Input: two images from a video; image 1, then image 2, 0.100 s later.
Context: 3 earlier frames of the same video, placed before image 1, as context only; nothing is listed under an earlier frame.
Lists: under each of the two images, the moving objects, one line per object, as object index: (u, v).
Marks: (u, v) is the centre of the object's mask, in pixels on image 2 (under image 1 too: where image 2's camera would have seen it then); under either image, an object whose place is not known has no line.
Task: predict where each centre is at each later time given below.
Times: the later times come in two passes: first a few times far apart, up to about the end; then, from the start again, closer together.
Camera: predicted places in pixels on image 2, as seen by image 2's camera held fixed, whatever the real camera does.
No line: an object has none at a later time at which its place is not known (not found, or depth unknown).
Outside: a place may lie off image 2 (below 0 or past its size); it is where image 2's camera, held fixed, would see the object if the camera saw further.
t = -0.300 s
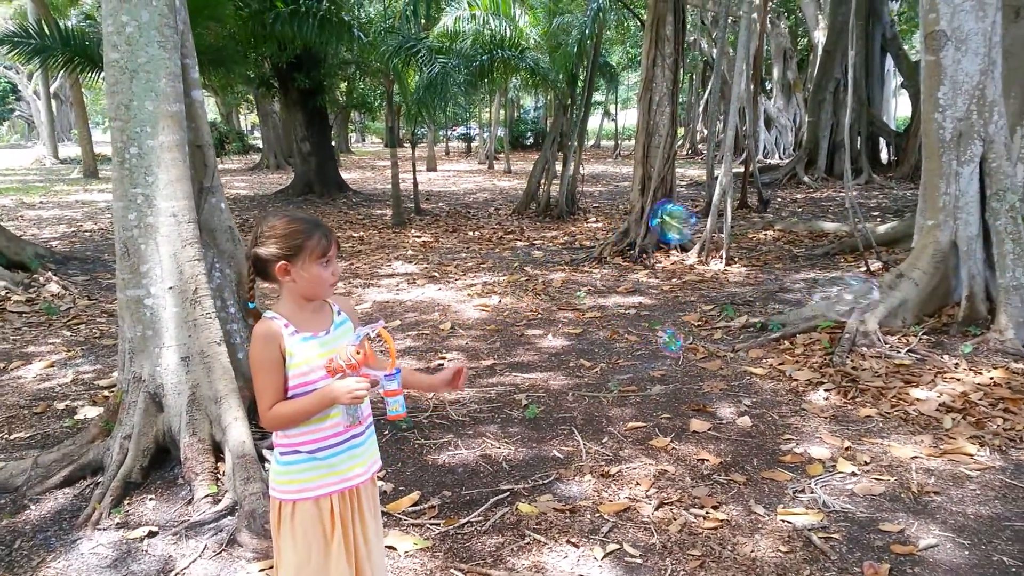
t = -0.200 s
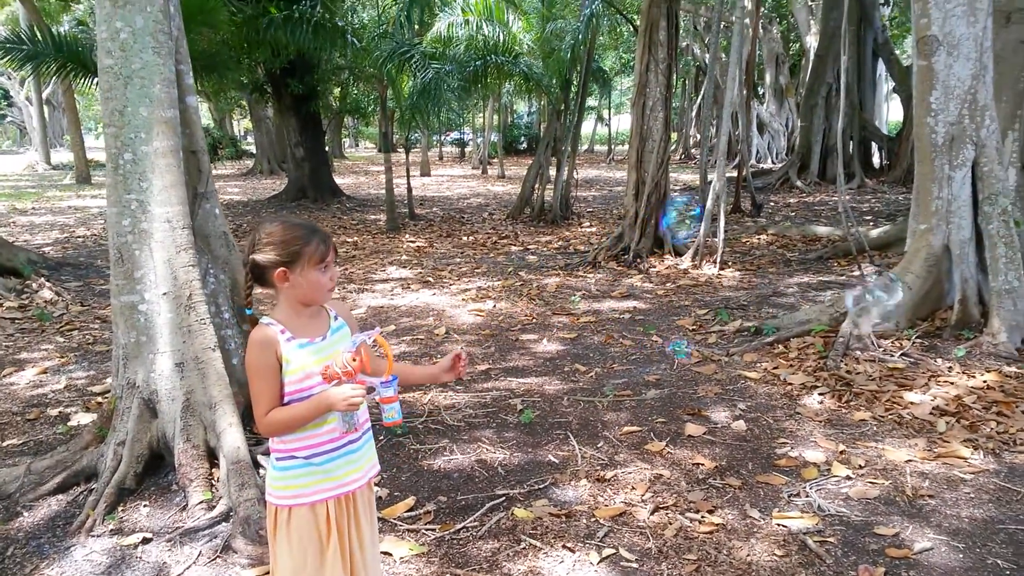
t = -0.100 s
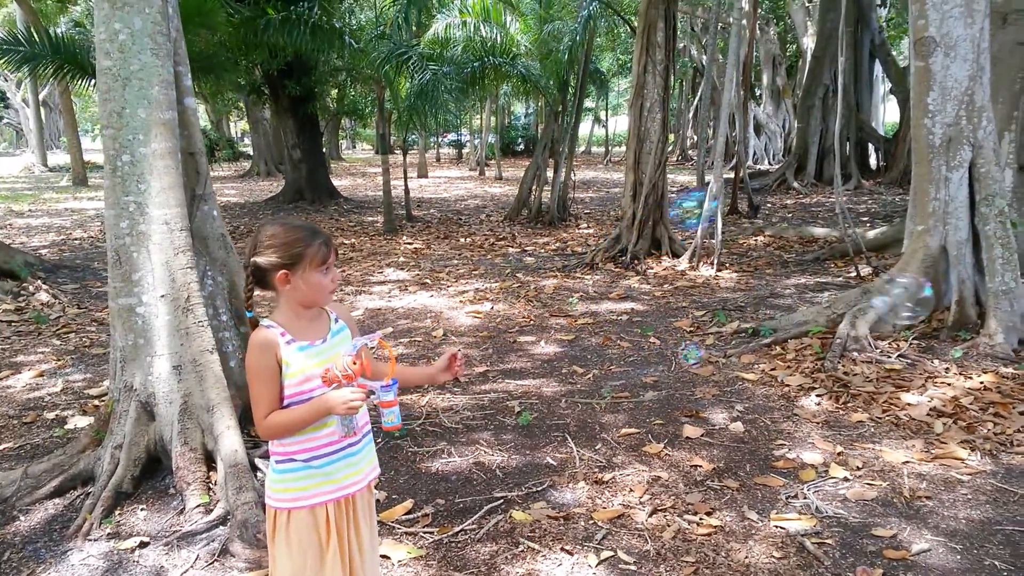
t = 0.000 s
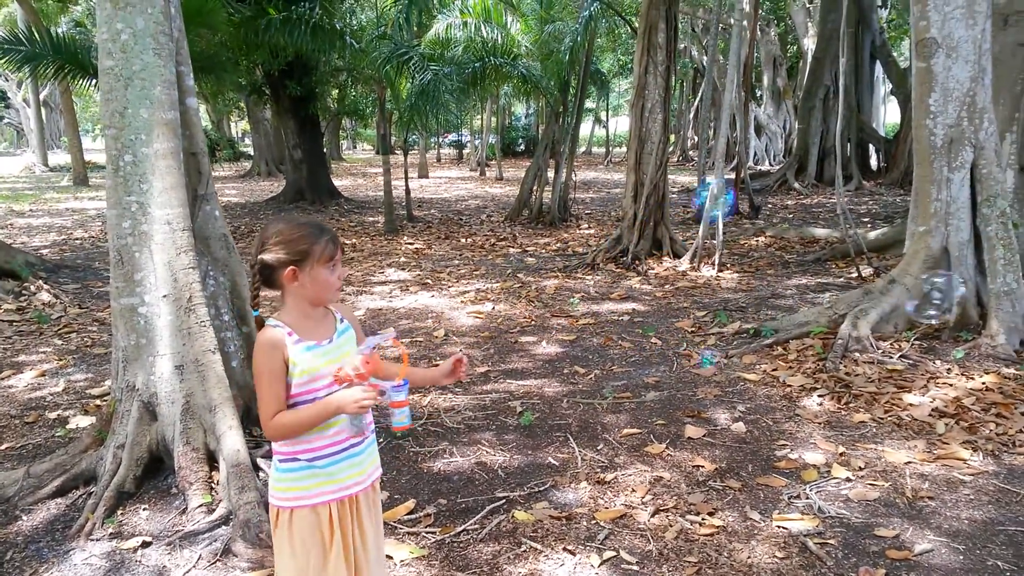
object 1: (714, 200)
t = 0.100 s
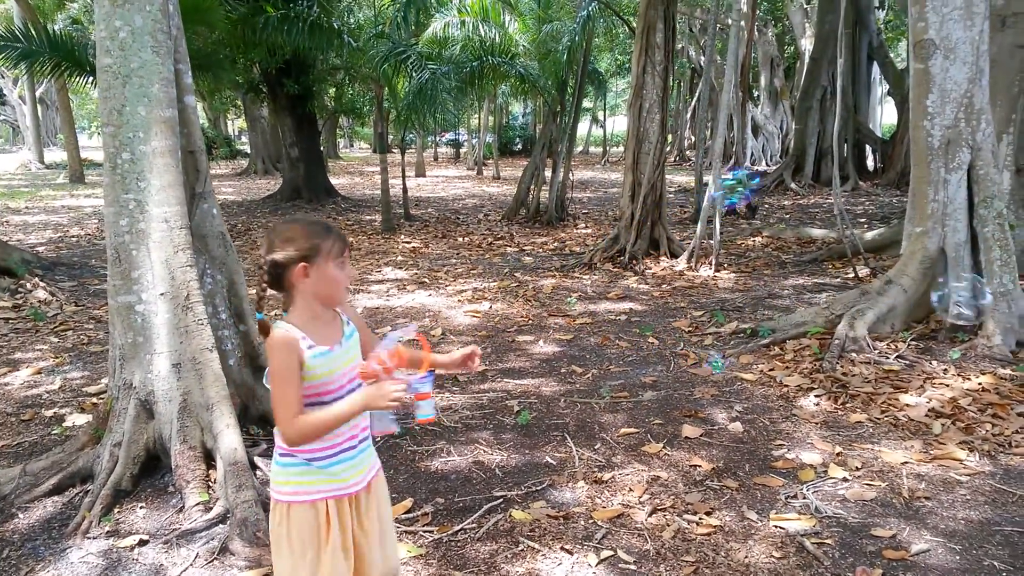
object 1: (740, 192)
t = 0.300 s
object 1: (791, 171)
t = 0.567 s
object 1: (864, 152)
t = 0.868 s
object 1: (936, 130)
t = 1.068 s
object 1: (979, 111)
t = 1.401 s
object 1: (1097, 51)
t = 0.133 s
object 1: (744, 190)
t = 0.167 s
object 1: (749, 188)
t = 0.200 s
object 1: (755, 186)
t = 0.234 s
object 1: (769, 179)
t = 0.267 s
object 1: (777, 176)
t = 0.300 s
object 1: (791, 171)
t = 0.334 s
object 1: (801, 167)
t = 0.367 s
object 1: (812, 165)
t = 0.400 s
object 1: (820, 164)
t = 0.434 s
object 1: (831, 160)
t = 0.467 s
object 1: (840, 157)
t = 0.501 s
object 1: (848, 156)
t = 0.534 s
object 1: (858, 154)
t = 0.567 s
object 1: (864, 152)
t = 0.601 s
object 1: (873, 152)
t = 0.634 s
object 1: (879, 151)
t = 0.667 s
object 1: (885, 148)
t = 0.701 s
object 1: (891, 148)
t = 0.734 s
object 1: (894, 147)
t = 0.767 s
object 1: (904, 142)
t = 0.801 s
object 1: (915, 137)
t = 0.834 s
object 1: (926, 135)
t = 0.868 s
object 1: (936, 130)
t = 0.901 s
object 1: (946, 126)
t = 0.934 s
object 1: (951, 124)
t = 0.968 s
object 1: (962, 122)
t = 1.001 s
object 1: (976, 115)
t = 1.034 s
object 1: (986, 112)
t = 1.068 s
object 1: (979, 111)
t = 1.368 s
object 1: (1082, 60)
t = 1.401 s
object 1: (1097, 51)
